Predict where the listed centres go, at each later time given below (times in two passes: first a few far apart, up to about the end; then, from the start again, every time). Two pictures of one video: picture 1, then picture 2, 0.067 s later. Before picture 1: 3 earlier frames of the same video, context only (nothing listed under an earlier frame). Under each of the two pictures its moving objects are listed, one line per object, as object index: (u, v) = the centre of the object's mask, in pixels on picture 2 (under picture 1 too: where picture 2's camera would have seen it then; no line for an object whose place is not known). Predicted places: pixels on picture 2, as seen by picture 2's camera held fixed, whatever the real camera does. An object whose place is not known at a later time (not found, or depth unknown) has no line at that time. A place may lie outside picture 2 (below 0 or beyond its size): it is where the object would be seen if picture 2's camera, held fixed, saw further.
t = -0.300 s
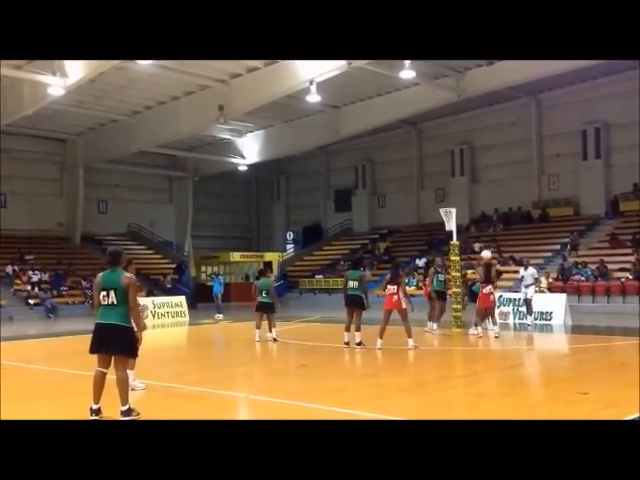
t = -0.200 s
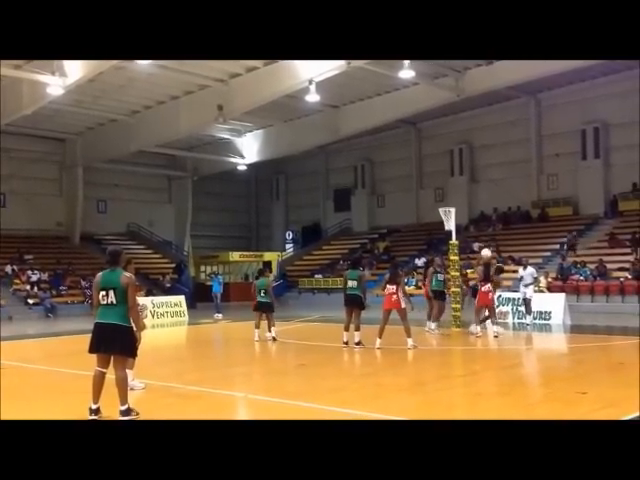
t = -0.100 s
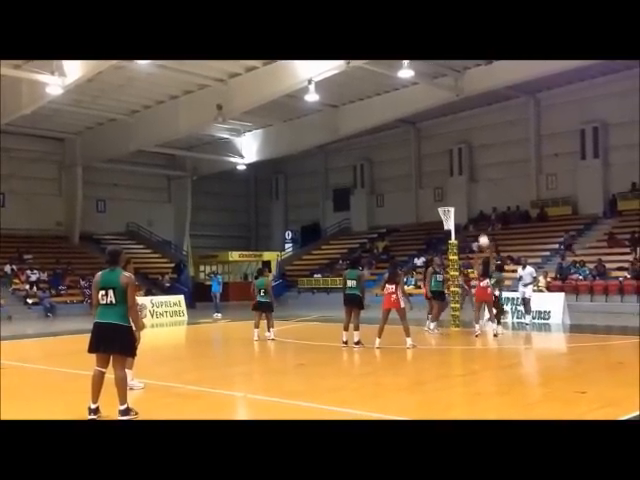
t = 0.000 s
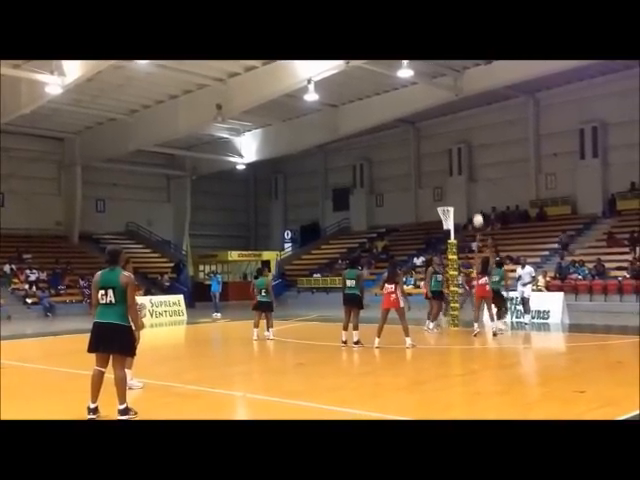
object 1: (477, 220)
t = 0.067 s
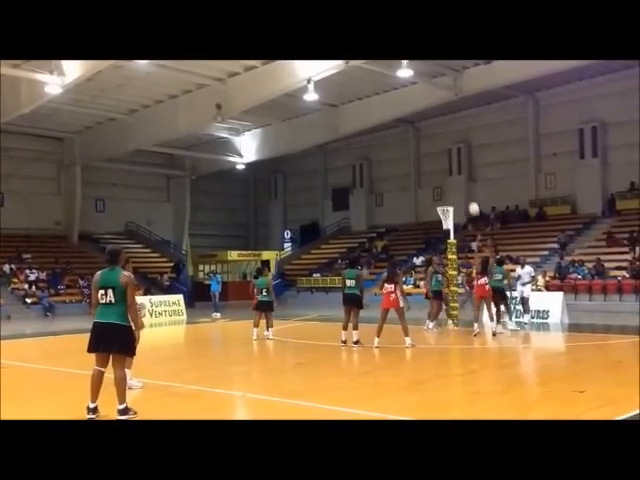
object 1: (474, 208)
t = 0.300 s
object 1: (462, 185)
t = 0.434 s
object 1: (456, 183)
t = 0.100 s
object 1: (472, 203)
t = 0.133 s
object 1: (470, 199)
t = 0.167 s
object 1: (469, 195)
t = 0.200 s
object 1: (467, 192)
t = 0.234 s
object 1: (465, 189)
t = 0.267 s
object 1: (463, 187)
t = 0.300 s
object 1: (462, 185)
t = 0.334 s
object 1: (460, 184)
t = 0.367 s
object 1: (459, 183)
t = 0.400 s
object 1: (457, 182)
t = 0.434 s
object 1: (456, 183)
